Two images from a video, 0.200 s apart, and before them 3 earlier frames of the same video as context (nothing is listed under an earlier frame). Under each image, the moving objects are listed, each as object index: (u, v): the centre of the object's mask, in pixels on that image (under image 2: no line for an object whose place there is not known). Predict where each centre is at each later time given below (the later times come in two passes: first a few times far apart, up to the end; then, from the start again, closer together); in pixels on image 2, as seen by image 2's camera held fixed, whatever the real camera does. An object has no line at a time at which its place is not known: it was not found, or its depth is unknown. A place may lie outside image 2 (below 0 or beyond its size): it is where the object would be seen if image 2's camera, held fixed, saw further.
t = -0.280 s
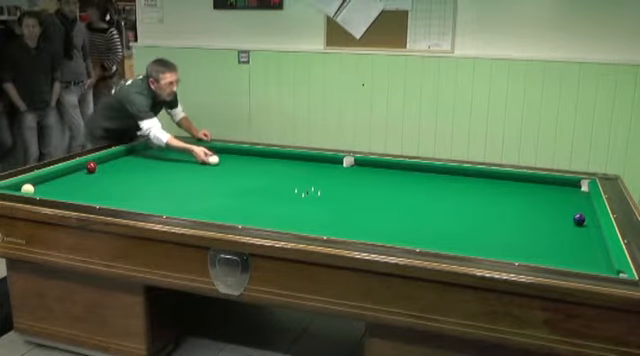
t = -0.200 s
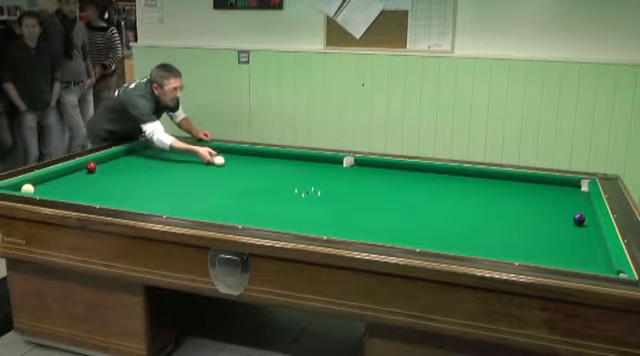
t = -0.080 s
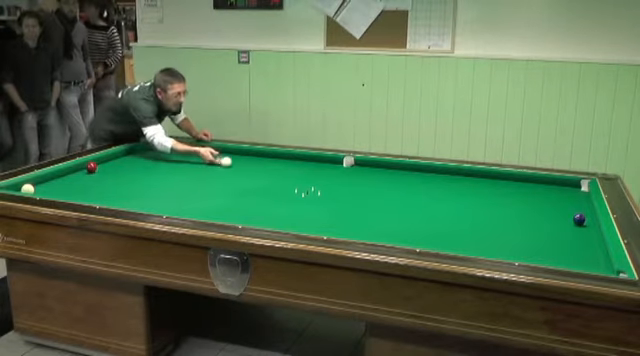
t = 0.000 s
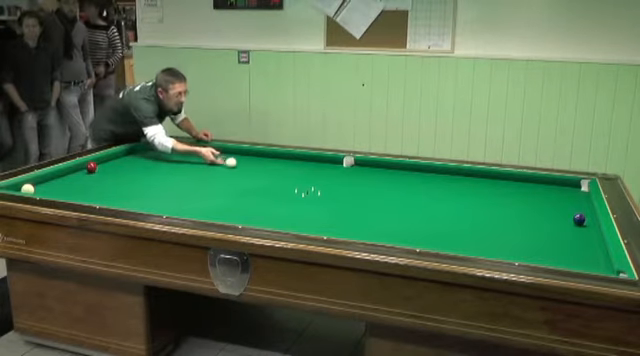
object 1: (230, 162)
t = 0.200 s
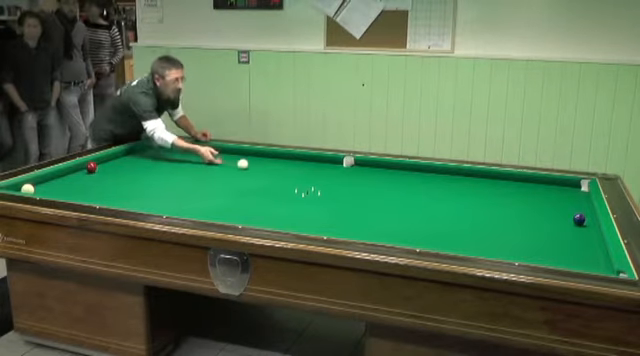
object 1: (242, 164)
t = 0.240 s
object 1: (245, 164)
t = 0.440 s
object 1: (257, 166)
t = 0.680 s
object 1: (271, 168)
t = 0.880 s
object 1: (283, 170)
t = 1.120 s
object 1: (296, 172)
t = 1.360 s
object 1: (310, 174)
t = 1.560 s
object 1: (322, 176)
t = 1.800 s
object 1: (335, 178)
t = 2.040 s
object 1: (349, 180)
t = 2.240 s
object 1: (361, 182)
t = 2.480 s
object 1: (374, 184)
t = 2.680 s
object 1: (385, 185)
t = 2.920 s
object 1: (398, 187)
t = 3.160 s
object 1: (411, 190)
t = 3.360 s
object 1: (421, 191)
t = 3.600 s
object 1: (433, 193)
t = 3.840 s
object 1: (445, 195)
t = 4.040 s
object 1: (455, 196)
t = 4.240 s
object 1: (464, 197)
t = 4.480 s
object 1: (475, 199)
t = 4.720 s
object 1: (486, 201)
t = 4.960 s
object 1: (496, 203)
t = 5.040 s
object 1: (499, 203)
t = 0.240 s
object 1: (245, 164)
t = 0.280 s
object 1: (247, 165)
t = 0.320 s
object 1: (249, 165)
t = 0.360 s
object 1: (252, 165)
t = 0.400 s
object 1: (254, 166)
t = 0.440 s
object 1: (257, 166)
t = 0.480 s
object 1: (259, 167)
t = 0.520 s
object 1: (261, 167)
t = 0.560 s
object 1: (263, 167)
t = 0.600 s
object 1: (266, 167)
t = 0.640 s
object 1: (268, 167)
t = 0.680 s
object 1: (271, 168)
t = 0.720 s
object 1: (273, 168)
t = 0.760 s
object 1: (275, 168)
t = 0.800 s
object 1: (277, 169)
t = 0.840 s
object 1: (280, 169)
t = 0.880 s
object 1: (283, 170)
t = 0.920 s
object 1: (284, 170)
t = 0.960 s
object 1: (287, 170)
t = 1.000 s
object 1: (289, 171)
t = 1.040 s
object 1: (292, 171)
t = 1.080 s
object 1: (294, 172)
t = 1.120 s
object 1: (296, 172)
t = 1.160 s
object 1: (299, 172)
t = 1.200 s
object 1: (301, 173)
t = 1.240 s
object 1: (303, 173)
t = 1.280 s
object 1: (305, 173)
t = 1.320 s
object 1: (308, 174)
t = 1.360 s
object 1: (310, 174)
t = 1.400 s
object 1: (313, 174)
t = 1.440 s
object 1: (315, 175)
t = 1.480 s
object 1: (318, 176)
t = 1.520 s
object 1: (320, 176)
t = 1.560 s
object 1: (322, 176)
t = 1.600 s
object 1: (324, 176)
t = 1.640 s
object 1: (327, 177)
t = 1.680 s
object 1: (329, 177)
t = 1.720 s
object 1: (331, 177)
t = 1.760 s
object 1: (333, 178)
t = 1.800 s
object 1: (335, 178)
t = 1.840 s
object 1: (338, 178)
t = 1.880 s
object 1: (340, 179)
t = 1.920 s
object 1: (342, 179)
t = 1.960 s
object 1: (345, 179)
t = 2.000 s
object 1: (347, 180)
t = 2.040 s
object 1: (349, 180)
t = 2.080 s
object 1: (352, 180)
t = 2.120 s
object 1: (354, 181)
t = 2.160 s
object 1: (356, 181)
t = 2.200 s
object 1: (358, 181)
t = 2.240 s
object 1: (361, 182)
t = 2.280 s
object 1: (363, 182)
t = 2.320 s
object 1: (365, 182)
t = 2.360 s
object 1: (367, 183)
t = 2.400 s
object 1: (369, 183)
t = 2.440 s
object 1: (372, 183)
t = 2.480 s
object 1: (374, 184)
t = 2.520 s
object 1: (376, 184)
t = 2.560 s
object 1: (378, 185)
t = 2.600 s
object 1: (381, 185)
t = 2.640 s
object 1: (383, 185)
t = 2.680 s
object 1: (385, 185)
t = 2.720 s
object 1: (387, 186)
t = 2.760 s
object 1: (389, 186)
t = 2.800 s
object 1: (392, 186)
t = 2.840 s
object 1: (394, 187)
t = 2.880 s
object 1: (396, 187)
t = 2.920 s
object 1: (398, 187)
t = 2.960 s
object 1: (400, 188)
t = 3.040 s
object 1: (405, 189)
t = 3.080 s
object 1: (406, 189)
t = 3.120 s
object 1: (409, 189)
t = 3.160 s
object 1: (411, 190)
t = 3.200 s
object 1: (413, 190)
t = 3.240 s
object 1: (415, 190)
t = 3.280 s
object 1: (417, 191)
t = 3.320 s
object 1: (419, 191)
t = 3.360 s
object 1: (421, 191)
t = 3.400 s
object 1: (423, 191)
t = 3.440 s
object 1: (425, 192)
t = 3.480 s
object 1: (427, 192)
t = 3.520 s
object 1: (429, 192)
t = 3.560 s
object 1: (432, 192)
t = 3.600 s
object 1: (433, 193)
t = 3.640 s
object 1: (435, 193)
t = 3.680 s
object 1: (438, 193)
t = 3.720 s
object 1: (439, 194)
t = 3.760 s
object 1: (441, 194)
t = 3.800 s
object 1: (444, 194)
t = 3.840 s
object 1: (445, 195)
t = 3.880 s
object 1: (447, 195)
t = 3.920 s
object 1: (449, 195)
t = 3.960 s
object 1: (451, 195)
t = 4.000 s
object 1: (453, 196)
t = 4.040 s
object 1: (455, 196)
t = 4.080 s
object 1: (457, 197)
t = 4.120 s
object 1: (459, 197)
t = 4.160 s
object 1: (461, 197)
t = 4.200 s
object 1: (462, 197)
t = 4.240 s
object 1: (464, 197)
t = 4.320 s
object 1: (468, 199)
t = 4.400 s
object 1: (472, 199)
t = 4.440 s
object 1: (473, 199)
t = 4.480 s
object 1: (475, 199)
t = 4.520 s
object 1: (477, 200)
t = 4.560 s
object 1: (479, 200)
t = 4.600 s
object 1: (481, 200)
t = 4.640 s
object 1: (482, 201)
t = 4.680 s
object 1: (484, 201)
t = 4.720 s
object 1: (486, 201)
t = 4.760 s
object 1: (487, 201)
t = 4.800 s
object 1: (489, 202)
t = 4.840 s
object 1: (491, 202)
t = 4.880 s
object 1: (493, 202)
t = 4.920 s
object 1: (494, 202)
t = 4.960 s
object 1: (496, 203)
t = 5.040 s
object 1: (499, 203)
